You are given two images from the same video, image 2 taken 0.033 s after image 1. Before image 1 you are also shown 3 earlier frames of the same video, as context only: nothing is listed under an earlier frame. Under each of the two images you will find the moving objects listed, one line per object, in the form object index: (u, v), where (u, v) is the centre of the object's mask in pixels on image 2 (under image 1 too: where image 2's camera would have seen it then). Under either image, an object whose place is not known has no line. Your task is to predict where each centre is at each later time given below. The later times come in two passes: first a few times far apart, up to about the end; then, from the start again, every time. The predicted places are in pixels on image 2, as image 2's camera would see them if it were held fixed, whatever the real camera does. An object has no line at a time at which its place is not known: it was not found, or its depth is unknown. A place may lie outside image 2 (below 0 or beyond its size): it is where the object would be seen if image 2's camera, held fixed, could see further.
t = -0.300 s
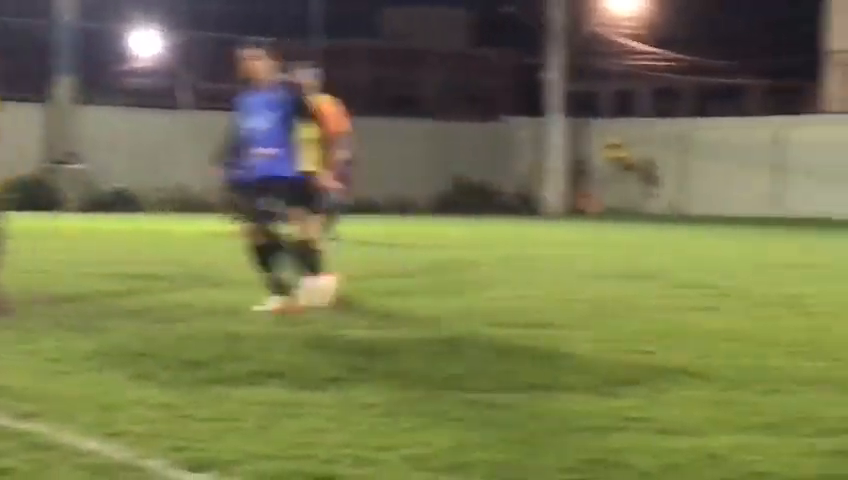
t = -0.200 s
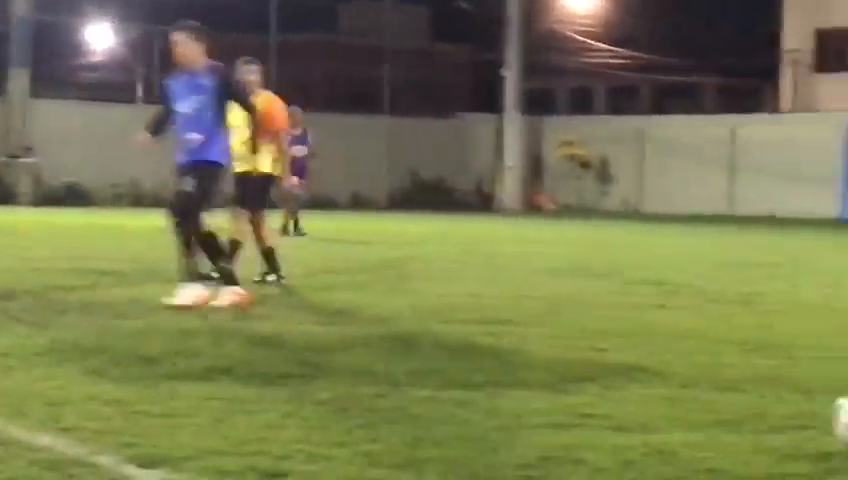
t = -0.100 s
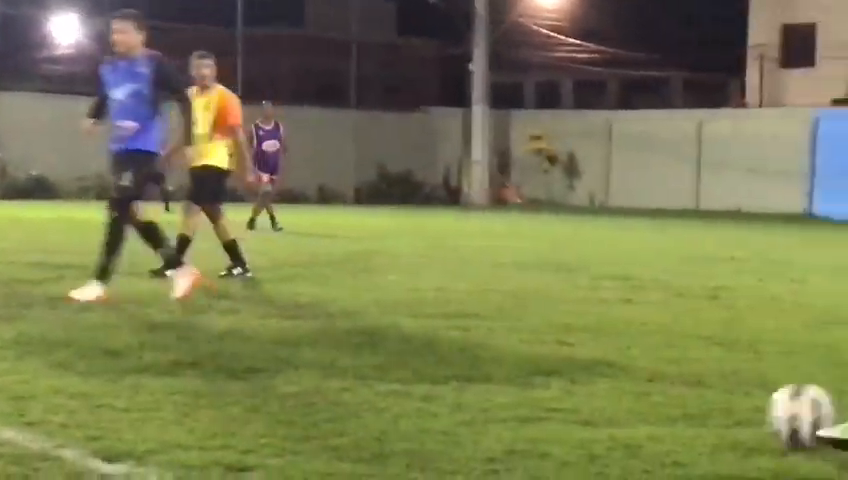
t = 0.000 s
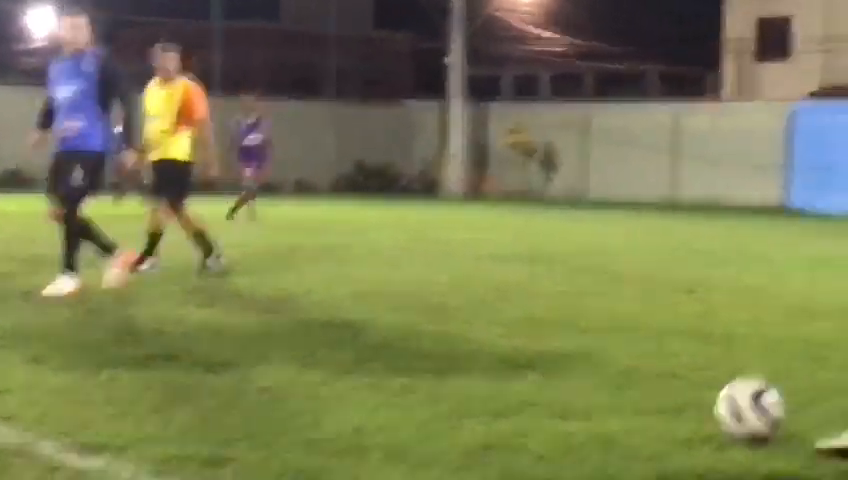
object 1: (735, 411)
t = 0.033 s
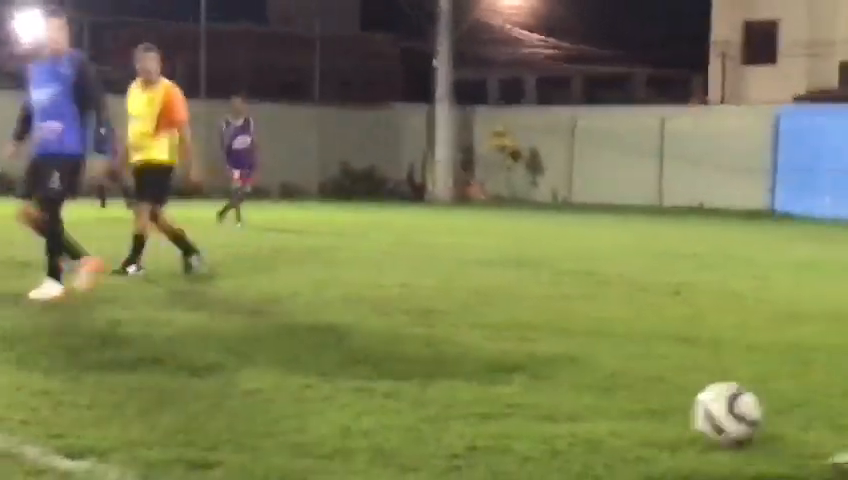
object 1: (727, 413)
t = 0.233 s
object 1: (680, 416)
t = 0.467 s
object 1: (628, 414)
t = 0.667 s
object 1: (596, 419)
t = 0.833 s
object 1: (573, 419)
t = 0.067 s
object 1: (718, 412)
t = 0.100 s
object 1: (711, 413)
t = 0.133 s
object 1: (703, 416)
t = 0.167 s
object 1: (695, 416)
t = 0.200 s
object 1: (688, 415)
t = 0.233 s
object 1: (680, 416)
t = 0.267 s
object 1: (673, 416)
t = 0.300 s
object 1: (666, 416)
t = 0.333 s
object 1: (659, 416)
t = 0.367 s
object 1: (652, 415)
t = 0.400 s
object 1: (643, 415)
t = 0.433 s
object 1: (637, 416)
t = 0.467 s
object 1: (628, 414)
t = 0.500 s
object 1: (624, 415)
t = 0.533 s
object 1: (618, 417)
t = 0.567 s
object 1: (612, 419)
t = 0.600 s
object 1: (607, 419)
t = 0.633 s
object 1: (601, 419)
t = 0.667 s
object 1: (596, 419)
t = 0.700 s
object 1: (591, 418)
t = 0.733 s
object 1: (586, 419)
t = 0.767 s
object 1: (582, 419)
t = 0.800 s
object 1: (577, 419)
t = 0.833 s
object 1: (573, 419)
